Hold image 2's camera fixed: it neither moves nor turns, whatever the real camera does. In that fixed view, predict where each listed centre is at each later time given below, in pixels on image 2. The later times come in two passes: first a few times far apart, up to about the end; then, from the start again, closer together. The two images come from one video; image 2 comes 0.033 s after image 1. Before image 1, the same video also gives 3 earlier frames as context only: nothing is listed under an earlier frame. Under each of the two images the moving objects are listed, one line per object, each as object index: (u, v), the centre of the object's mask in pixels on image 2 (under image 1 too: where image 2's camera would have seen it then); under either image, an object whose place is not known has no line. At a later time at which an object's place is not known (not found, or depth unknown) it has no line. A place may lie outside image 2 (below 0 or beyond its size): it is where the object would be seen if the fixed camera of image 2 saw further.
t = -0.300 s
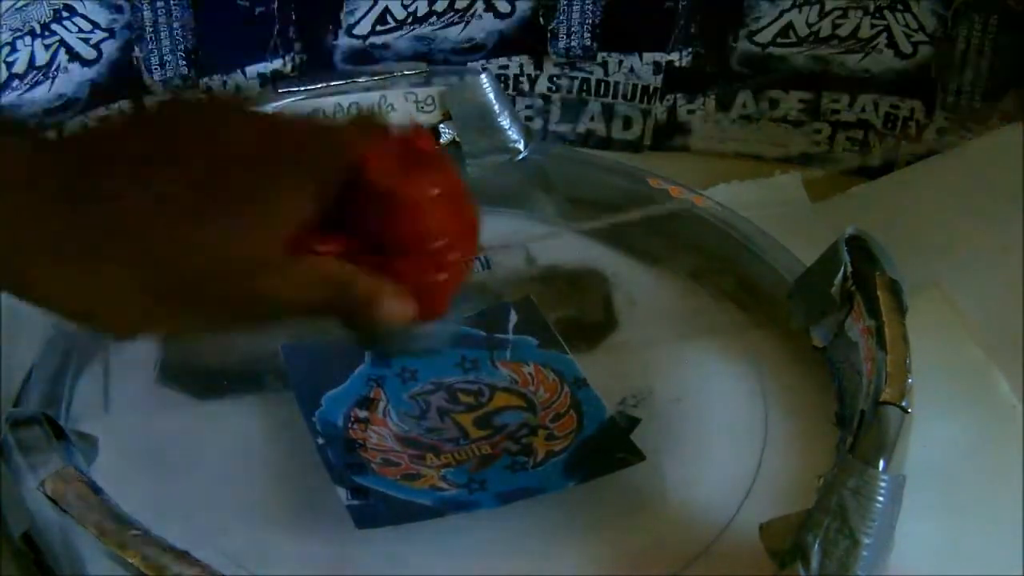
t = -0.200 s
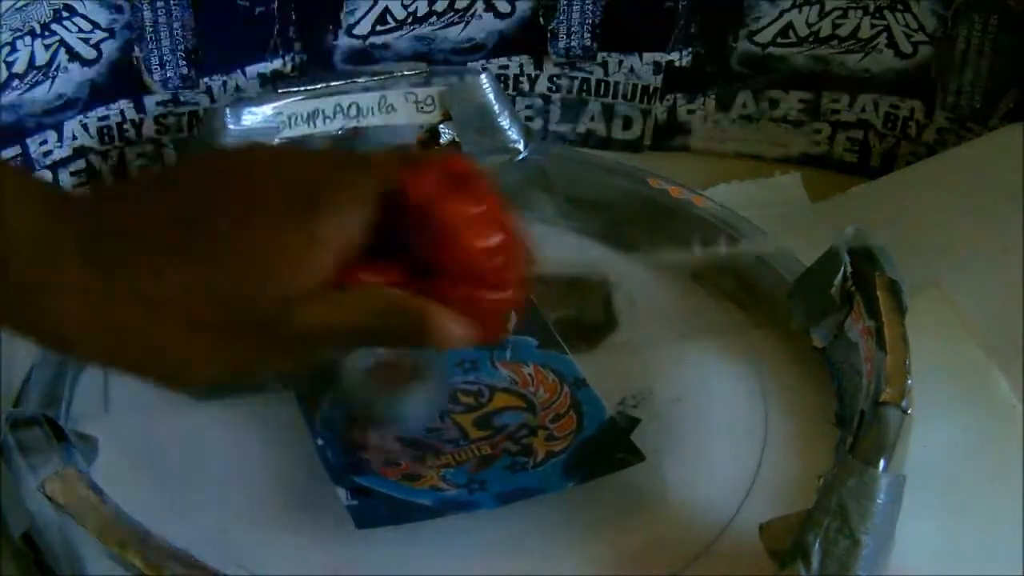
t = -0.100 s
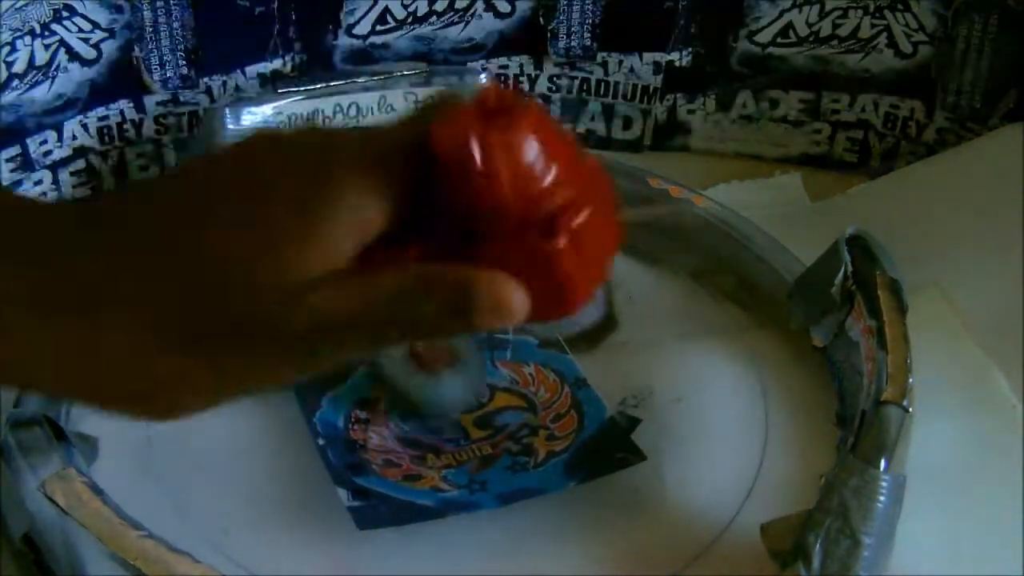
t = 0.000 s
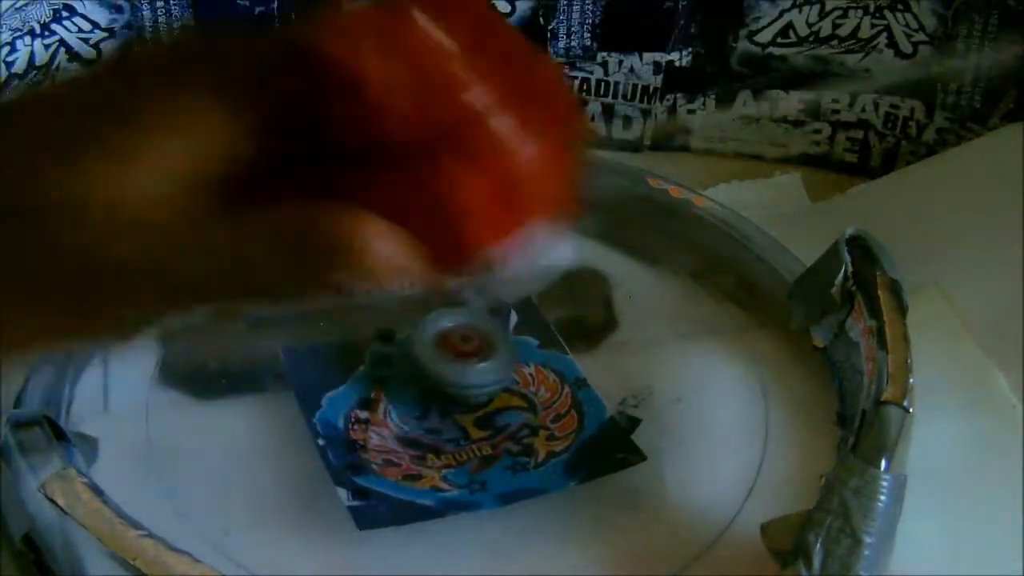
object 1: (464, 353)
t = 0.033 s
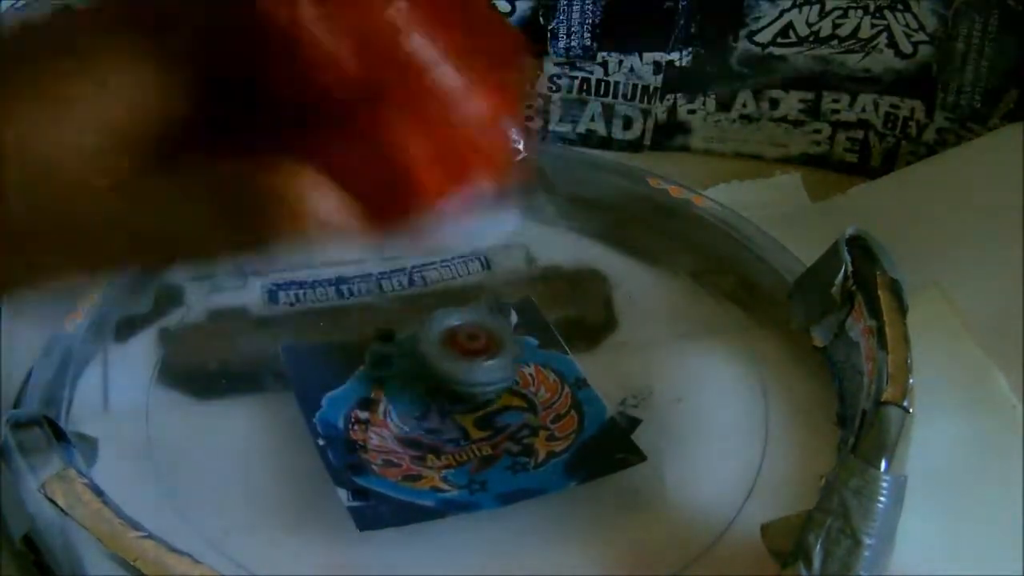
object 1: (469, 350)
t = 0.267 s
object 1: (487, 378)
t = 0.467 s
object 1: (447, 395)
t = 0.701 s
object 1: (434, 364)
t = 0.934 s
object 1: (467, 360)
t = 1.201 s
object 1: (475, 370)
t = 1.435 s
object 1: (467, 362)
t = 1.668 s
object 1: (467, 353)
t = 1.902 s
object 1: (467, 346)
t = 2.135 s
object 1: (468, 338)
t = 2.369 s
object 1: (465, 336)
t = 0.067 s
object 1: (477, 349)
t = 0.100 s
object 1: (480, 349)
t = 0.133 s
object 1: (483, 351)
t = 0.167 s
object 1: (485, 354)
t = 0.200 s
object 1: (486, 362)
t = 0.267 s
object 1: (487, 378)
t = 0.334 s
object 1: (478, 390)
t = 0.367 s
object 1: (472, 394)
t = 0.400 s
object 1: (464, 395)
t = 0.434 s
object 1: (455, 396)
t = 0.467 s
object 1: (447, 395)
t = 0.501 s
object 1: (442, 393)
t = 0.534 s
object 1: (435, 390)
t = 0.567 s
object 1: (431, 386)
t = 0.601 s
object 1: (429, 378)
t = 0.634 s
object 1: (429, 373)
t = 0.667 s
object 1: (430, 369)
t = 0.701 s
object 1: (434, 364)
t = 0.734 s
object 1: (438, 362)
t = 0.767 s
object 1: (443, 360)
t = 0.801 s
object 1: (447, 359)
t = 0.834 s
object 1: (452, 358)
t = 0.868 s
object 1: (457, 358)
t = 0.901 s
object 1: (463, 359)
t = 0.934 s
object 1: (467, 360)
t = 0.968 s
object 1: (472, 362)
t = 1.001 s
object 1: (473, 364)
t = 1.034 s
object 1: (475, 367)
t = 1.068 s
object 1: (476, 368)
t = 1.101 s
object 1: (476, 369)
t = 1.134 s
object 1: (476, 370)
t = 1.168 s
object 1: (476, 370)
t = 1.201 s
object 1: (475, 370)
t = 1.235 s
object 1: (475, 370)
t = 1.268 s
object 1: (474, 369)
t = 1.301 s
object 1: (473, 369)
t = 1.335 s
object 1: (472, 367)
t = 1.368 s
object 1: (471, 366)
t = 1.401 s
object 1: (469, 364)
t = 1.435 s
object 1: (467, 362)
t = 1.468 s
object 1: (467, 361)
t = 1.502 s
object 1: (466, 360)
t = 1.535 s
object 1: (466, 359)
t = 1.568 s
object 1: (466, 357)
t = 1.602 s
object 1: (467, 355)
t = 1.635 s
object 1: (467, 354)
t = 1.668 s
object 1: (467, 353)
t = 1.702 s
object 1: (467, 351)
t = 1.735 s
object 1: (467, 351)
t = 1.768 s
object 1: (466, 351)
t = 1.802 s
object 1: (467, 350)
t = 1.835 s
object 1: (466, 349)
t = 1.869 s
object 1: (466, 348)
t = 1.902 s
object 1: (467, 346)
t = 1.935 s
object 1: (468, 345)
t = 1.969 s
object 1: (468, 342)
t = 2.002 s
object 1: (468, 341)
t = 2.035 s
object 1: (468, 339)
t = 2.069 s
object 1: (468, 339)
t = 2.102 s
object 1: (468, 337)
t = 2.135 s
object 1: (468, 338)
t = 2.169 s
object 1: (468, 338)
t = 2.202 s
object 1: (468, 337)
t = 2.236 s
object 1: (467, 337)
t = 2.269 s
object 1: (467, 337)
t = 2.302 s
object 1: (466, 336)
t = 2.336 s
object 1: (465, 336)
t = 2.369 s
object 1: (465, 336)
